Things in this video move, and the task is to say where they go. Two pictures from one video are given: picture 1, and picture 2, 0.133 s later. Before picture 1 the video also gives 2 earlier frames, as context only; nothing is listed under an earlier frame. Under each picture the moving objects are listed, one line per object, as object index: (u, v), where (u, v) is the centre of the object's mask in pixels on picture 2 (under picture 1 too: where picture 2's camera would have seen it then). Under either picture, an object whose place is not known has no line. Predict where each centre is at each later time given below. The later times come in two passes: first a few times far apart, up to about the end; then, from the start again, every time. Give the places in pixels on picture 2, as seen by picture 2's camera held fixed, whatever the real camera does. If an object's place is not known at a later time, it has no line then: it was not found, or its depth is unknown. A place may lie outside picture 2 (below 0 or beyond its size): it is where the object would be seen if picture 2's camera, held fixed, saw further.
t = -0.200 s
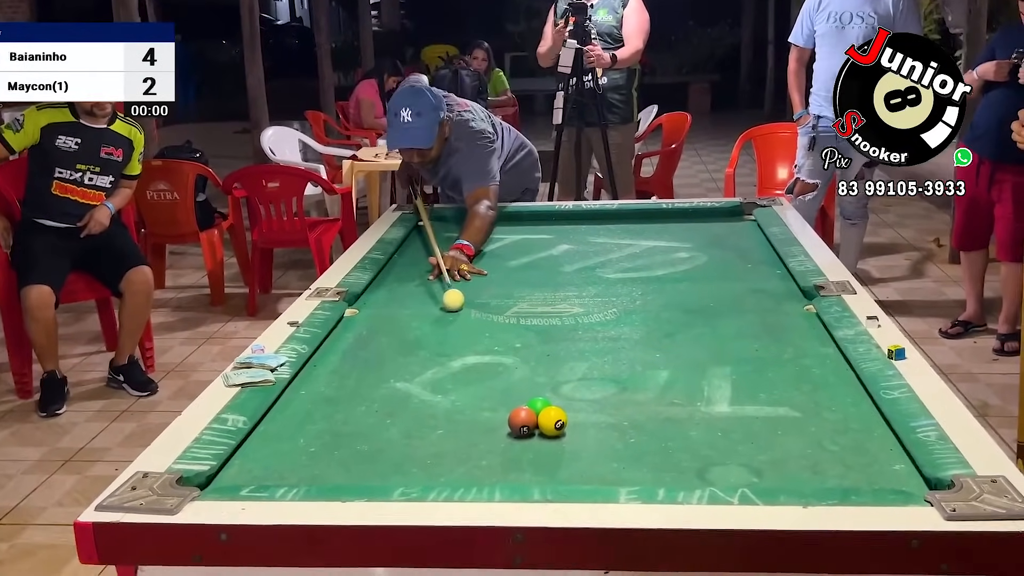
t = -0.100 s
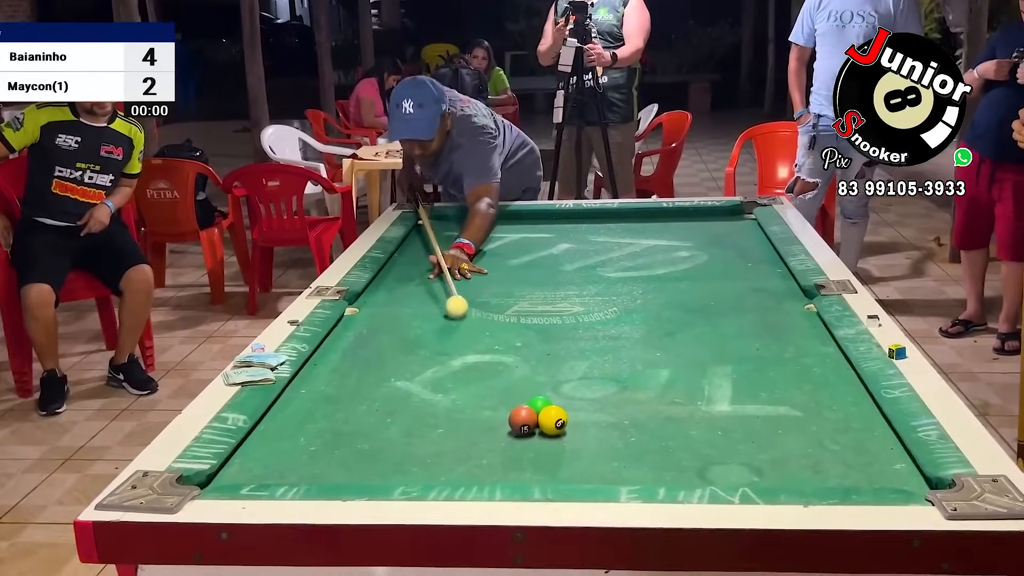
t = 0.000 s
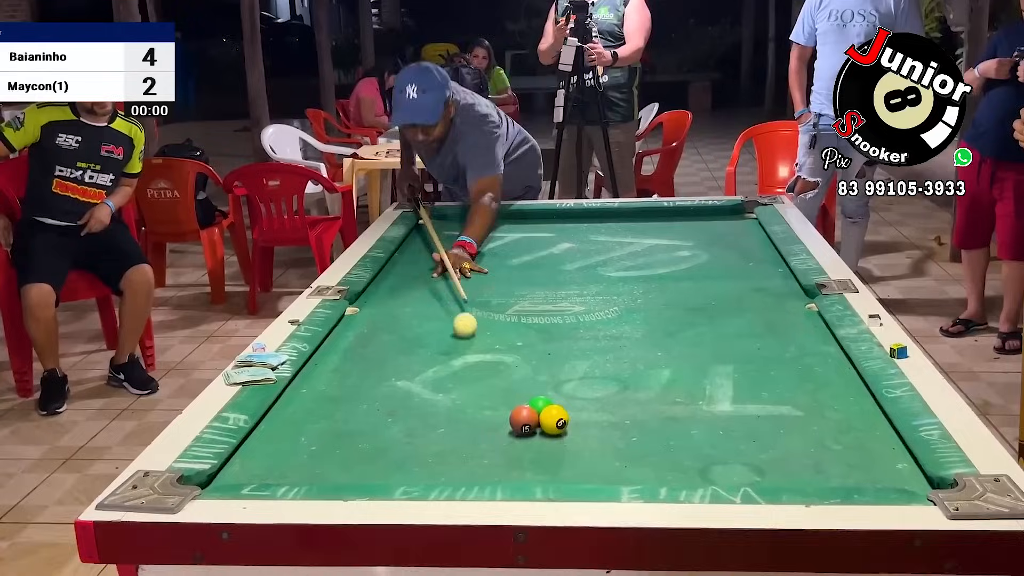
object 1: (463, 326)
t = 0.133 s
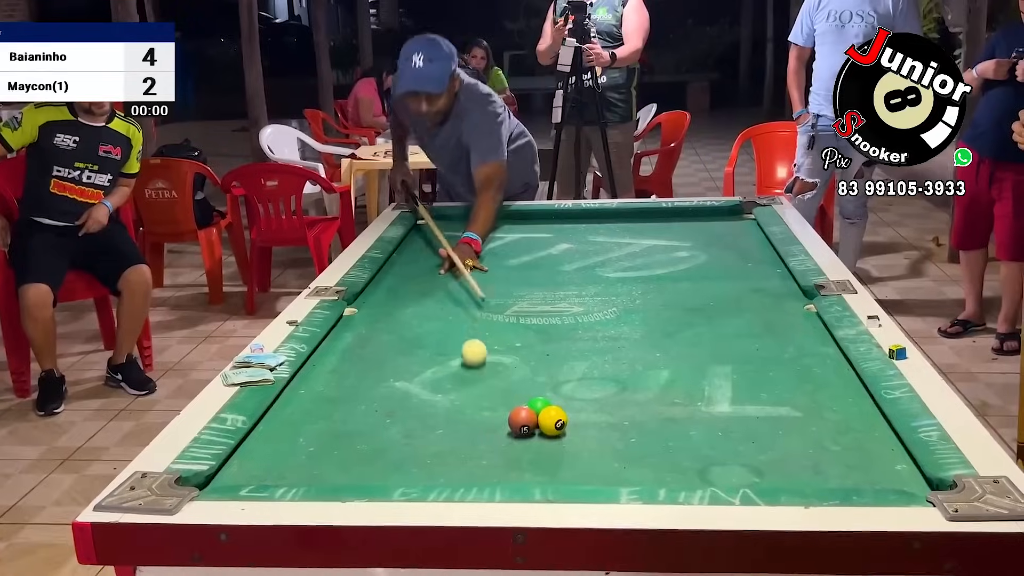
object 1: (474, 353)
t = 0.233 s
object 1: (484, 376)
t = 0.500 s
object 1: (476, 443)
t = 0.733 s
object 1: (451, 468)
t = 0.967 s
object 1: (456, 431)
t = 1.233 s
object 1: (460, 395)
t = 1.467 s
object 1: (463, 370)
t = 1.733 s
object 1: (464, 347)
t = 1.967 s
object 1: (465, 330)
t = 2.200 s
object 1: (466, 315)
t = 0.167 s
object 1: (477, 360)
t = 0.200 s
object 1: (480, 368)
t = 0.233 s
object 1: (484, 376)
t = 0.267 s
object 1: (487, 385)
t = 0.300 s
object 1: (490, 393)
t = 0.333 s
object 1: (494, 402)
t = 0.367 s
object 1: (497, 412)
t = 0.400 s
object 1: (492, 420)
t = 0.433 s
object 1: (487, 427)
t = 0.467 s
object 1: (482, 435)
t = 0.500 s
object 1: (476, 443)
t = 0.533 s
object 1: (471, 451)
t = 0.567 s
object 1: (465, 460)
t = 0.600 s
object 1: (460, 467)
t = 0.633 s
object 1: (454, 472)
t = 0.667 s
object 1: (450, 475)
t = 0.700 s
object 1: (451, 471)
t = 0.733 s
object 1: (451, 468)
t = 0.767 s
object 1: (452, 463)
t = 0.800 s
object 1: (453, 457)
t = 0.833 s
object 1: (454, 451)
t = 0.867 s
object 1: (454, 446)
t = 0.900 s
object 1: (455, 441)
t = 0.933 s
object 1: (455, 435)
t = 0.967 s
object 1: (456, 431)
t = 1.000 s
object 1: (457, 426)
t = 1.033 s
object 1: (457, 421)
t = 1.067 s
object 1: (458, 416)
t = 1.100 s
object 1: (458, 412)
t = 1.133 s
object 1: (459, 407)
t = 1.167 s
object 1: (459, 403)
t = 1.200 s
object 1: (460, 399)
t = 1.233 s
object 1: (460, 395)
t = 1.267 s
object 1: (461, 391)
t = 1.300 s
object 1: (461, 387)
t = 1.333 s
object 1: (461, 384)
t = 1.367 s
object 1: (462, 380)
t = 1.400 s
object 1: (462, 377)
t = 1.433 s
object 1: (462, 373)
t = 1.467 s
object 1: (463, 370)
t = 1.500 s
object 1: (463, 367)
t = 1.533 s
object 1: (463, 363)
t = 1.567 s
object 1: (463, 361)
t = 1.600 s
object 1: (463, 358)
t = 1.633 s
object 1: (464, 355)
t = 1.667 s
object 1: (464, 352)
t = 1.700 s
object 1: (464, 349)
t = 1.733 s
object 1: (464, 347)
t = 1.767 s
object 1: (464, 344)
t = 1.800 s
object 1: (465, 342)
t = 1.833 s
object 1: (465, 339)
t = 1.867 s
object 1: (465, 337)
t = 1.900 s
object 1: (465, 334)
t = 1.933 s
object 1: (465, 332)
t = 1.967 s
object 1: (465, 330)
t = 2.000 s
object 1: (465, 327)
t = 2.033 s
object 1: (466, 325)
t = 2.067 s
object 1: (466, 323)
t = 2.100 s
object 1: (466, 321)
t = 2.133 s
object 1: (466, 319)
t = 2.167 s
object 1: (465, 317)
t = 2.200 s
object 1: (466, 315)
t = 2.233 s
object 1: (466, 313)
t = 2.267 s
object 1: (466, 312)
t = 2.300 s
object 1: (466, 310)
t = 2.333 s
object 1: (466, 308)
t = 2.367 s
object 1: (466, 306)
